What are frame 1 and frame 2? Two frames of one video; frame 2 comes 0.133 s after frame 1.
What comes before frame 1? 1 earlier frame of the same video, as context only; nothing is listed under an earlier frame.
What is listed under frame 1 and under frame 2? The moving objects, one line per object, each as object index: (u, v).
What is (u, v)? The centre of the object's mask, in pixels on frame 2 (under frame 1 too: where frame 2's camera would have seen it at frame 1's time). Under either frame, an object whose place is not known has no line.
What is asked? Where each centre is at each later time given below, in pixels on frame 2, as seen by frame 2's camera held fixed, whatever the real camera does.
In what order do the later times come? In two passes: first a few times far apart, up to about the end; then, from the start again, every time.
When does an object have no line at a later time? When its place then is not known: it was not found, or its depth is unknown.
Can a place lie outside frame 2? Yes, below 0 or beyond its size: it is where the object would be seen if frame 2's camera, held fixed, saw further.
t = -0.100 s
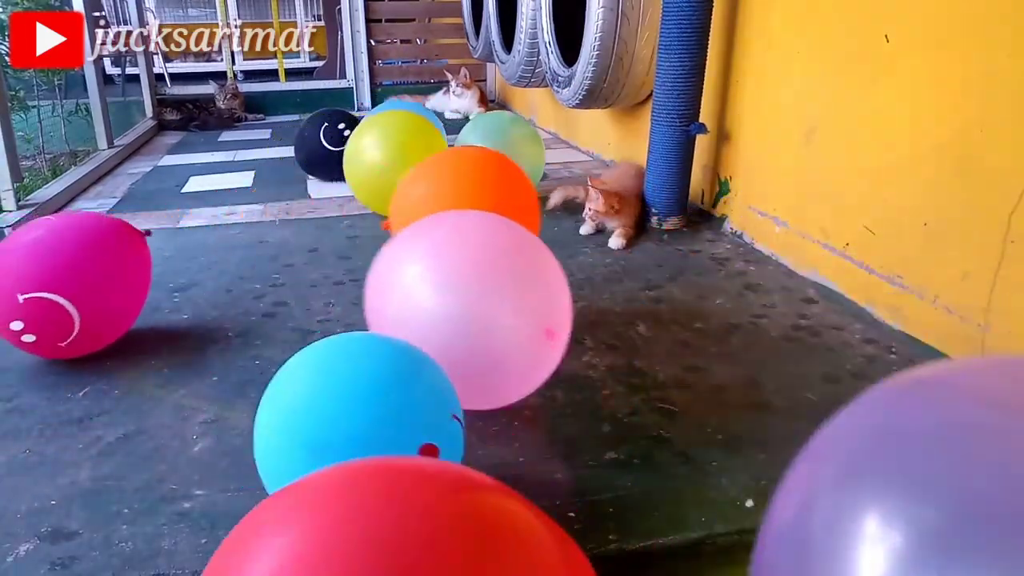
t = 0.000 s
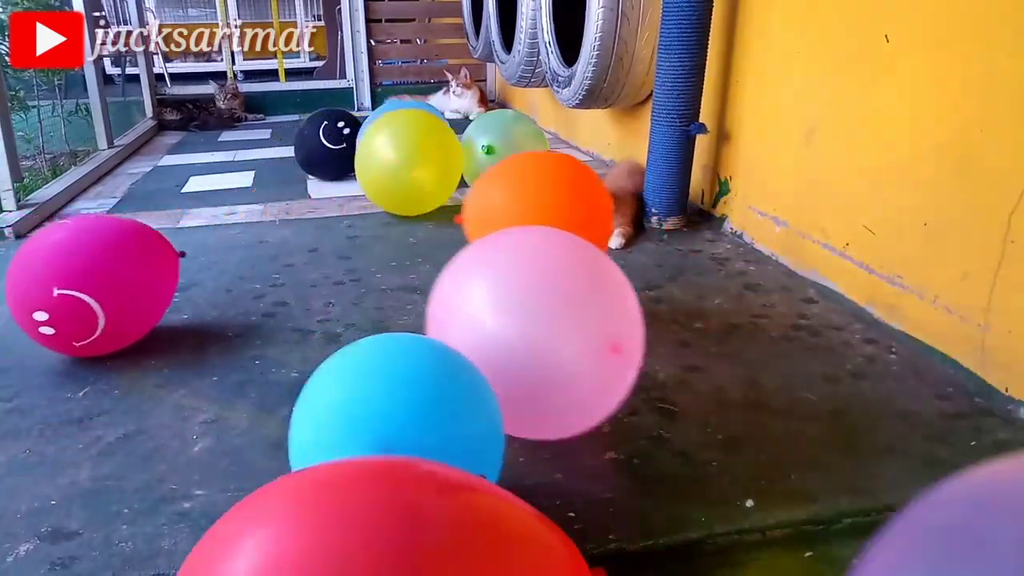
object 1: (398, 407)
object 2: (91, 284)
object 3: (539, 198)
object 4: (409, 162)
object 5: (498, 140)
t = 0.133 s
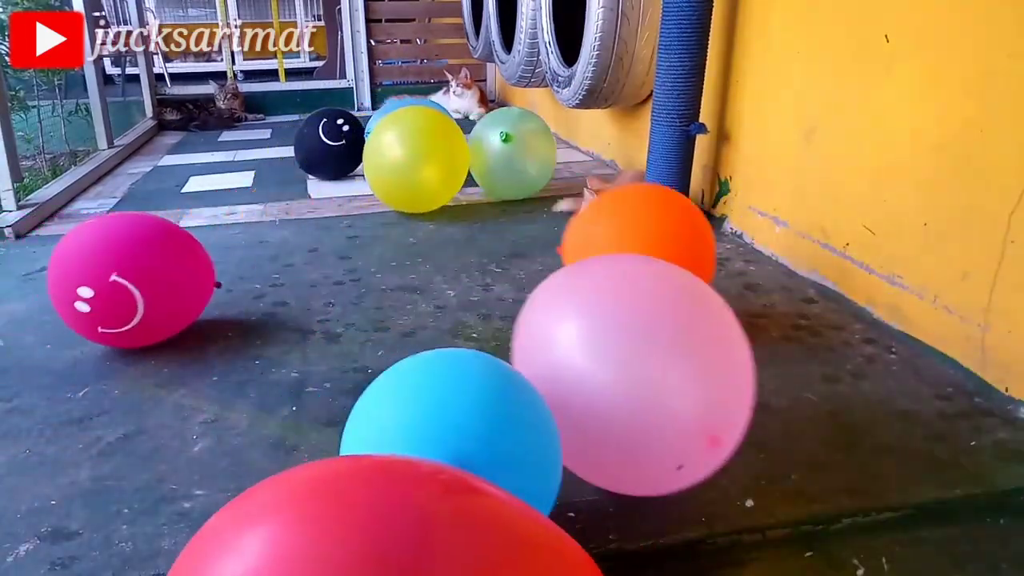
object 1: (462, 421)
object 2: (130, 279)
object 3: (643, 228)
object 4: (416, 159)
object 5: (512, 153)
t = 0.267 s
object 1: (507, 461)
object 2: (169, 271)
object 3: (701, 227)
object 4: (421, 157)
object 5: (517, 151)
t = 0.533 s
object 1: (624, 528)
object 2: (251, 264)
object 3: (868, 256)
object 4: (431, 153)
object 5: (522, 148)
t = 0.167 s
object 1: (470, 428)
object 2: (140, 278)
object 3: (667, 235)
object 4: (417, 159)
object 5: (513, 153)
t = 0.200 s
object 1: (481, 438)
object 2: (150, 275)
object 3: (687, 241)
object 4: (418, 158)
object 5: (515, 152)
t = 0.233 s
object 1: (495, 451)
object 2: (160, 273)
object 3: (693, 234)
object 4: (420, 158)
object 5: (516, 152)
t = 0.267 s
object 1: (507, 461)
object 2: (169, 271)
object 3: (701, 227)
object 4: (421, 157)
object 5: (517, 151)
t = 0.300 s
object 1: (519, 472)
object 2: (178, 270)
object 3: (715, 225)
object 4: (423, 157)
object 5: (518, 151)
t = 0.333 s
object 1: (531, 483)
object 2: (188, 268)
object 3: (737, 227)
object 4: (424, 156)
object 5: (519, 151)
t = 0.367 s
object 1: (544, 494)
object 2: (198, 266)
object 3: (761, 230)
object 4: (426, 156)
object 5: (520, 150)
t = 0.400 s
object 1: (557, 506)
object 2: (211, 264)
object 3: (782, 231)
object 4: (427, 155)
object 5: (520, 150)
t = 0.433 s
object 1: (572, 518)
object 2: (225, 261)
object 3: (802, 232)
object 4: (428, 155)
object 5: (521, 150)
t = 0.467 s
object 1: (591, 528)
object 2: (238, 258)
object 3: (823, 236)
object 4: (430, 154)
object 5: (521, 150)
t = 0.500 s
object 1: (607, 528)
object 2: (247, 258)
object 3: (845, 244)
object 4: (430, 154)
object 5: (522, 149)
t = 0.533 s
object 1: (624, 528)
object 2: (251, 264)
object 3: (868, 256)
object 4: (431, 153)
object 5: (522, 148)
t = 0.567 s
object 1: (641, 530)
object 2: (254, 273)
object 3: (891, 272)
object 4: (431, 153)
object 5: (523, 147)
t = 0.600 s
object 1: (660, 533)
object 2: (257, 284)
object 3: (916, 294)
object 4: (432, 153)
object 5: (523, 147)
